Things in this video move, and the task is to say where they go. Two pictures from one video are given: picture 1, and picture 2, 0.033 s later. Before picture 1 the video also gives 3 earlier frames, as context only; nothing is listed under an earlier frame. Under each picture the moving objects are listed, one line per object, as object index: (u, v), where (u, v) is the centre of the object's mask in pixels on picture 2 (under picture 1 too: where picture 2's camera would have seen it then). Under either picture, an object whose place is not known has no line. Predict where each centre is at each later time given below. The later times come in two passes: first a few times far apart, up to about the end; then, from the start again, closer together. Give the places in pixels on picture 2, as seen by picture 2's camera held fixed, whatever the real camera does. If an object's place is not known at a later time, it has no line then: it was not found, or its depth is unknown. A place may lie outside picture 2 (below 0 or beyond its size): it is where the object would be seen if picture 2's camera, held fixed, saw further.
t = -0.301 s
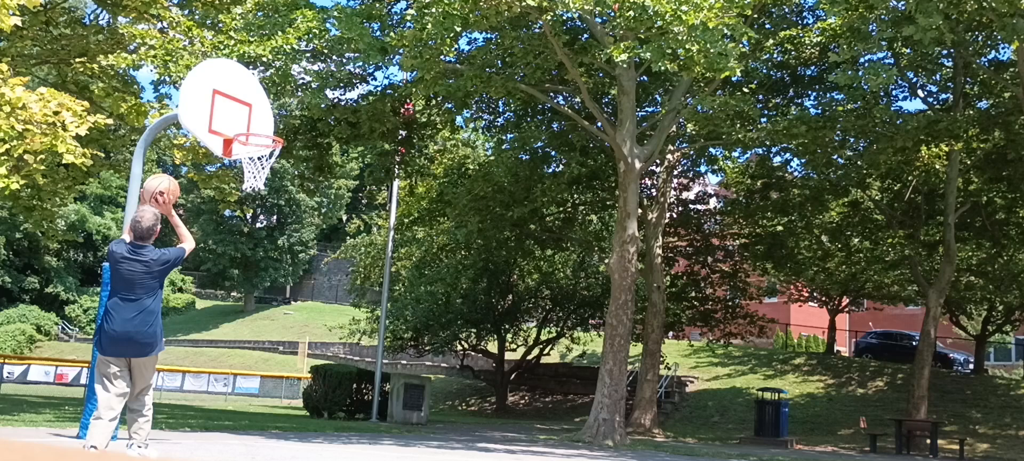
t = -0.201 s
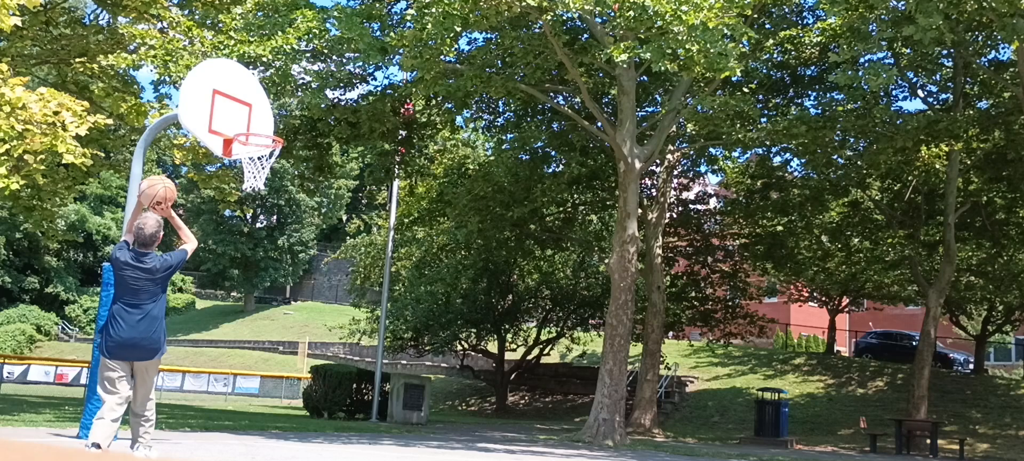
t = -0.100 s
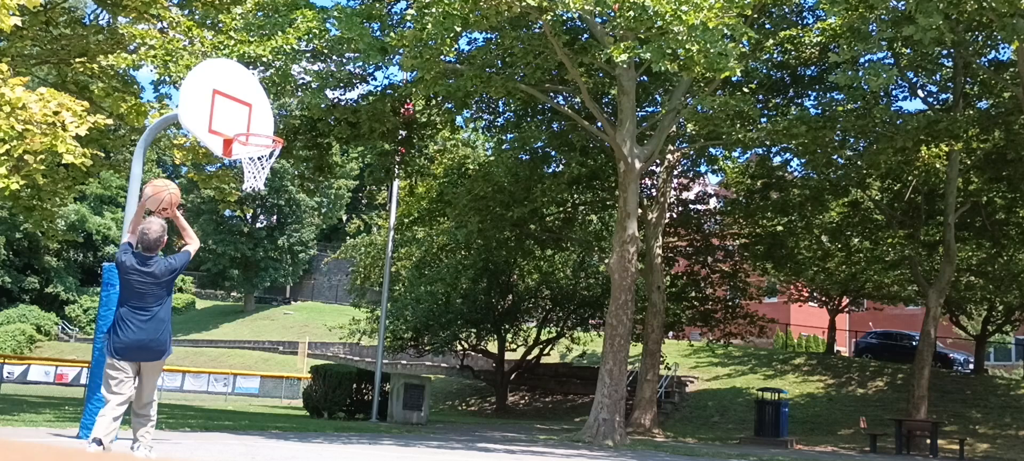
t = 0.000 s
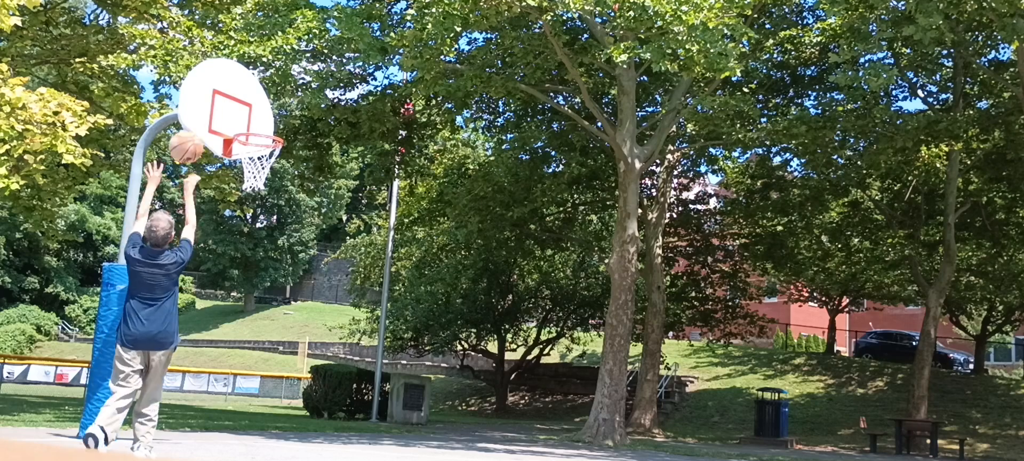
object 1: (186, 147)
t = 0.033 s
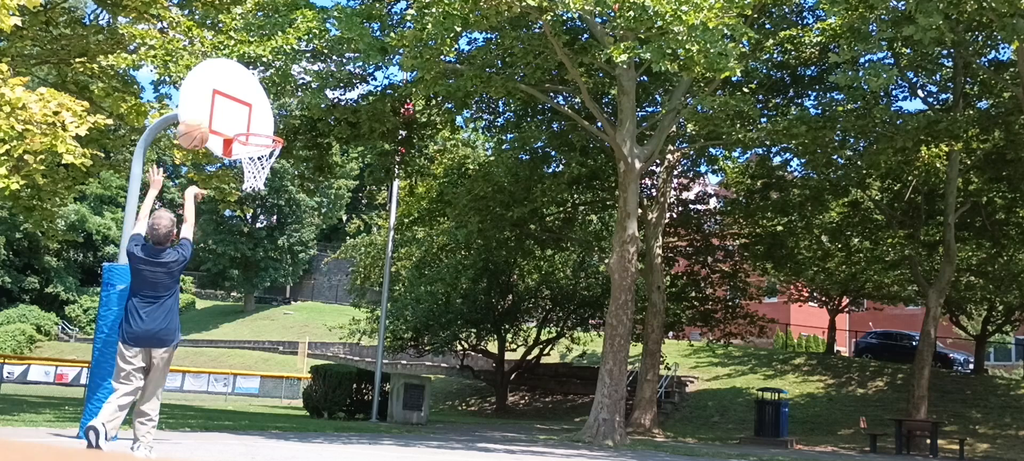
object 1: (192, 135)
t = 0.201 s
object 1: (222, 93)
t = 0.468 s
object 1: (253, 98)
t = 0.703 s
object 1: (255, 136)
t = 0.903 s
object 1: (285, 130)
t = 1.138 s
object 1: (321, 150)
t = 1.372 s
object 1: (350, 219)
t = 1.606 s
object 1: (374, 337)
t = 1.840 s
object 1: (393, 404)
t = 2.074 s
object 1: (415, 313)
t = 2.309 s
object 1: (430, 274)
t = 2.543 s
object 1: (441, 283)
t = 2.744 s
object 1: (448, 329)
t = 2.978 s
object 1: (450, 429)
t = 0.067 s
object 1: (199, 123)
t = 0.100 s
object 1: (206, 112)
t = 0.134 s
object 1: (212, 104)
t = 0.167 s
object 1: (217, 98)
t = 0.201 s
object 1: (222, 93)
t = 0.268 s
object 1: (232, 87)
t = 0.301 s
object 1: (236, 86)
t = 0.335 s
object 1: (240, 86)
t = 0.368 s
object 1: (244, 87)
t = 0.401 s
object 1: (247, 88)
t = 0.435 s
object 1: (250, 93)
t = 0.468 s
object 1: (253, 98)
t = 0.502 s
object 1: (256, 104)
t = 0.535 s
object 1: (258, 109)
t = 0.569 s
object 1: (260, 117)
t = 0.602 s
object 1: (263, 124)
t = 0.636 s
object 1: (264, 134)
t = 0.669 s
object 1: (262, 139)
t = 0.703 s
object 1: (255, 136)
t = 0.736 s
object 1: (248, 133)
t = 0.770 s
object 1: (255, 131)
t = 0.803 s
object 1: (264, 130)
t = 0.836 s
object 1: (272, 128)
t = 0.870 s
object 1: (279, 129)
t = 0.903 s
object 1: (285, 130)
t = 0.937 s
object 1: (290, 130)
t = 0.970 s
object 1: (295, 131)
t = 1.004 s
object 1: (301, 132)
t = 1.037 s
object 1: (305, 135)
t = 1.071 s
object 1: (311, 139)
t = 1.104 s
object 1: (316, 144)
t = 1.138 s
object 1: (321, 150)
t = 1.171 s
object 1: (325, 157)
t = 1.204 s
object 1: (329, 165)
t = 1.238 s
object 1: (334, 173)
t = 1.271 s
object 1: (338, 183)
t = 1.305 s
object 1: (342, 194)
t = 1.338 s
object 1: (346, 206)
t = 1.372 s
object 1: (350, 219)
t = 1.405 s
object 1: (354, 232)
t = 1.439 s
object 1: (357, 248)
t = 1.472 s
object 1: (361, 264)
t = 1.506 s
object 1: (364, 280)
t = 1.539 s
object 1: (367, 298)
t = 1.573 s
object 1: (371, 318)
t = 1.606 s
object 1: (374, 337)
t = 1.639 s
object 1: (376, 359)
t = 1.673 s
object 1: (379, 381)
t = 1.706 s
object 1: (381, 405)
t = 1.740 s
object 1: (384, 429)
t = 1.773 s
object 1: (386, 439)
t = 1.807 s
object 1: (390, 421)
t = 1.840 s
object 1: (393, 404)
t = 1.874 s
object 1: (397, 387)
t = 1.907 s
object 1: (400, 372)
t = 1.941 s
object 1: (404, 358)
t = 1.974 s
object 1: (406, 345)
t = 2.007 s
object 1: (409, 333)
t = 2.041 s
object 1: (412, 323)
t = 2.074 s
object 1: (415, 313)
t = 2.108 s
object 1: (417, 304)
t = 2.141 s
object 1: (420, 296)
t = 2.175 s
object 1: (422, 290)
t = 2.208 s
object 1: (424, 284)
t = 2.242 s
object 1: (426, 280)
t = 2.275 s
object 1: (428, 277)
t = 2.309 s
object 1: (430, 274)
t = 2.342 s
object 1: (432, 273)
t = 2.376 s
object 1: (434, 272)
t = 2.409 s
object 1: (436, 272)
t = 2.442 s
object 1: (437, 274)
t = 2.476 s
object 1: (439, 276)
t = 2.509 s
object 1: (440, 279)
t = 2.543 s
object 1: (441, 283)
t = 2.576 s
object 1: (443, 289)
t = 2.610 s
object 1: (444, 295)
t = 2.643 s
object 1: (445, 302)
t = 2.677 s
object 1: (446, 310)
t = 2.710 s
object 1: (447, 319)
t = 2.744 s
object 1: (448, 329)
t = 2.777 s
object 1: (448, 341)
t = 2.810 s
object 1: (449, 353)
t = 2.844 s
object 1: (450, 366)
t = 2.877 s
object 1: (450, 381)
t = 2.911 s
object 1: (450, 396)
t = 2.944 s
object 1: (450, 412)
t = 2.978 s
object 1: (450, 429)
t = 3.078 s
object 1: (455, 417)
